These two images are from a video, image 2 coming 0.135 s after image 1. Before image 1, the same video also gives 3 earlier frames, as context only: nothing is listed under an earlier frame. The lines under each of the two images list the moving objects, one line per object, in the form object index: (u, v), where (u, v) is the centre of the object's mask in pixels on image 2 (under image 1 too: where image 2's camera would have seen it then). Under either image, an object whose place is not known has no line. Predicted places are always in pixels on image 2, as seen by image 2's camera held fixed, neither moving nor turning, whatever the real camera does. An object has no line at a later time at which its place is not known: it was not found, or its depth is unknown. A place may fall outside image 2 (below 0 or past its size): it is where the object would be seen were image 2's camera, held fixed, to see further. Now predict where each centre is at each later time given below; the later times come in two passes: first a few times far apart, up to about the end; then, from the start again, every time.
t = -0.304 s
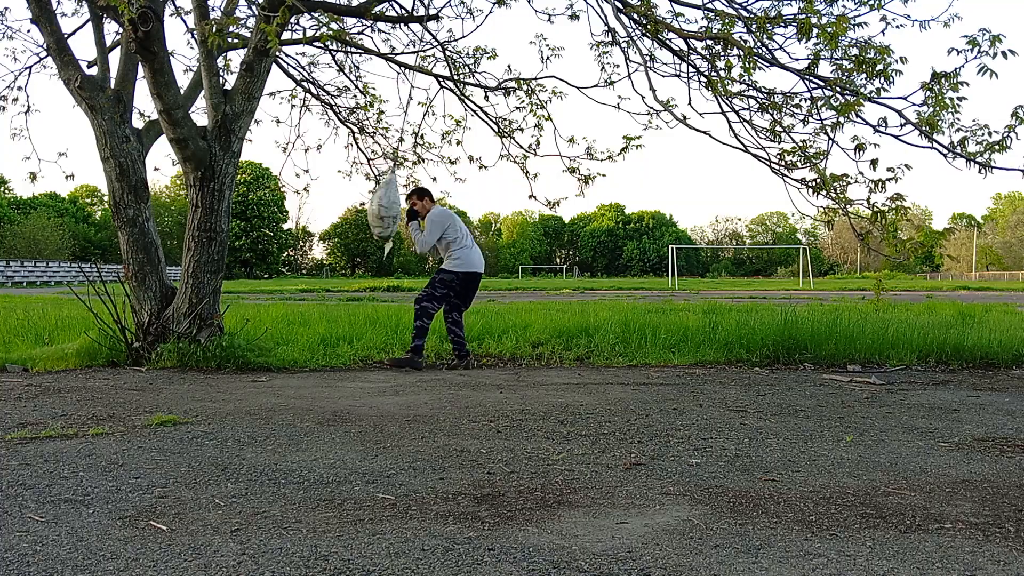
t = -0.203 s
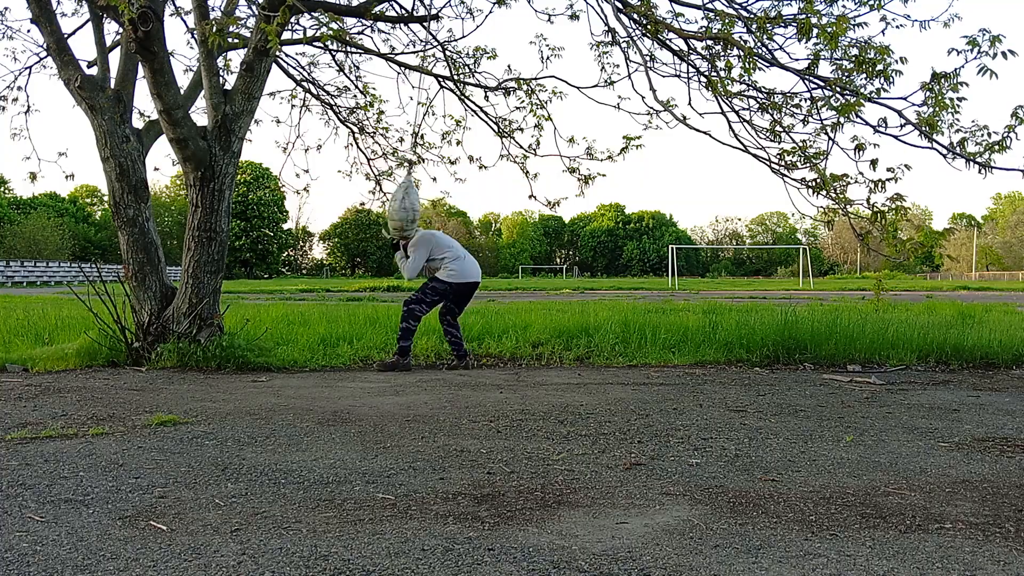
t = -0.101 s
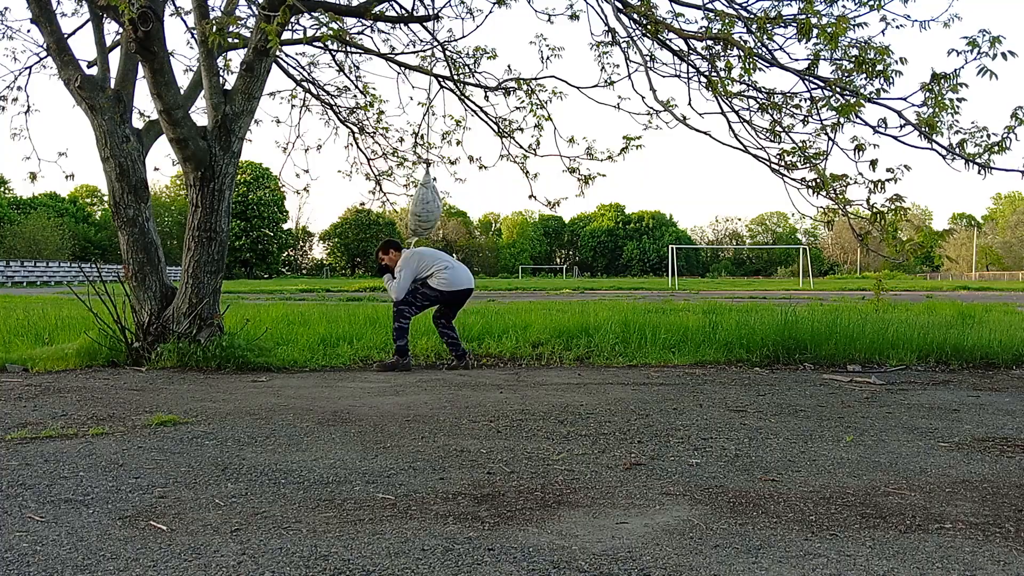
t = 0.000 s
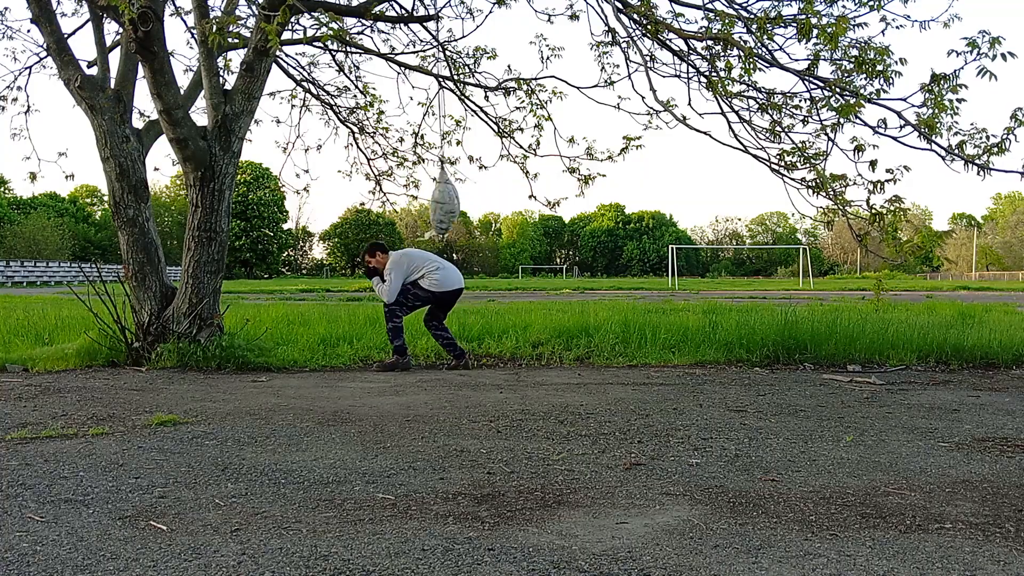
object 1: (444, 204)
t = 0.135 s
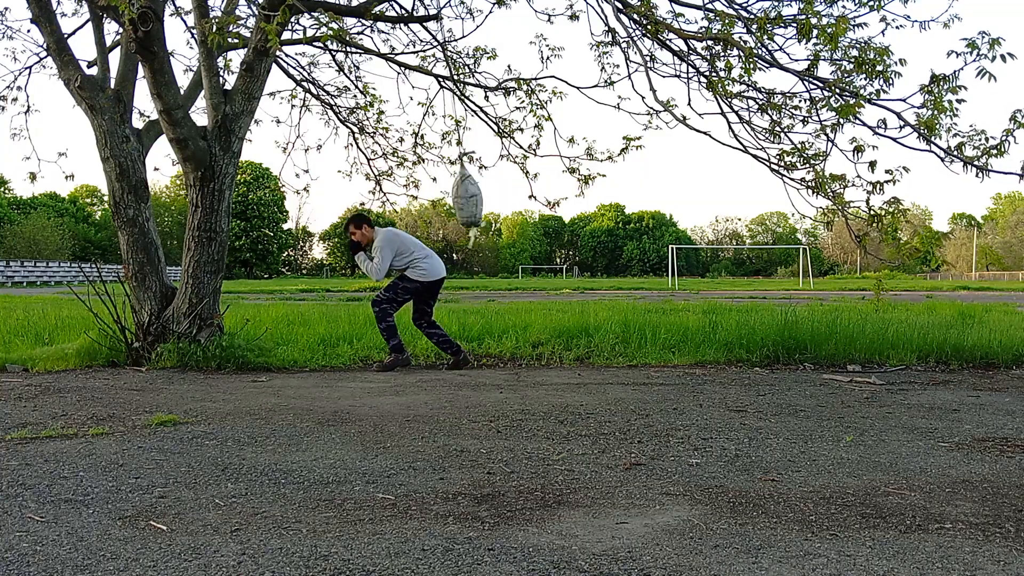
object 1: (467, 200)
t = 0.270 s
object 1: (486, 193)
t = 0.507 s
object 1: (512, 194)
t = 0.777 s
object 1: (514, 203)
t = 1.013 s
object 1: (485, 205)
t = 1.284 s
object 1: (428, 195)
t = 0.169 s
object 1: (473, 198)
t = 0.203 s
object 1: (477, 194)
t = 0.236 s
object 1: (481, 193)
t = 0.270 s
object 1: (486, 193)
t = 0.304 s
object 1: (491, 194)
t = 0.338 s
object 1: (495, 194)
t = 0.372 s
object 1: (499, 194)
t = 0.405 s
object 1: (503, 193)
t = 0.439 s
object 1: (506, 192)
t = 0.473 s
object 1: (509, 194)
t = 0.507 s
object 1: (512, 194)
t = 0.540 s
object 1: (514, 195)
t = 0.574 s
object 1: (516, 196)
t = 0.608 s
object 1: (517, 196)
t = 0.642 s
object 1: (518, 197)
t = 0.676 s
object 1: (518, 198)
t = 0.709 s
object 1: (517, 200)
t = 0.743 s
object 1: (516, 202)
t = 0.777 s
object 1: (514, 203)
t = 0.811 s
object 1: (512, 204)
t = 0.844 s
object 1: (509, 205)
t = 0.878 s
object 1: (505, 206)
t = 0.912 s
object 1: (502, 208)
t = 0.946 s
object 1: (496, 206)
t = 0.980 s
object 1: (491, 206)
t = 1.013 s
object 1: (485, 205)
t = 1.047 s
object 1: (479, 205)
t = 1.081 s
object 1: (473, 204)
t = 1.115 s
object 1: (466, 204)
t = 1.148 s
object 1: (459, 202)
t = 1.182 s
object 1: (451, 201)
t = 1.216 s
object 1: (443, 199)
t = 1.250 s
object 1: (436, 197)
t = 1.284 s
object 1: (428, 195)
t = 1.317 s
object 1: (420, 190)
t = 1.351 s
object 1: (412, 187)
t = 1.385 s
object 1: (403, 188)
